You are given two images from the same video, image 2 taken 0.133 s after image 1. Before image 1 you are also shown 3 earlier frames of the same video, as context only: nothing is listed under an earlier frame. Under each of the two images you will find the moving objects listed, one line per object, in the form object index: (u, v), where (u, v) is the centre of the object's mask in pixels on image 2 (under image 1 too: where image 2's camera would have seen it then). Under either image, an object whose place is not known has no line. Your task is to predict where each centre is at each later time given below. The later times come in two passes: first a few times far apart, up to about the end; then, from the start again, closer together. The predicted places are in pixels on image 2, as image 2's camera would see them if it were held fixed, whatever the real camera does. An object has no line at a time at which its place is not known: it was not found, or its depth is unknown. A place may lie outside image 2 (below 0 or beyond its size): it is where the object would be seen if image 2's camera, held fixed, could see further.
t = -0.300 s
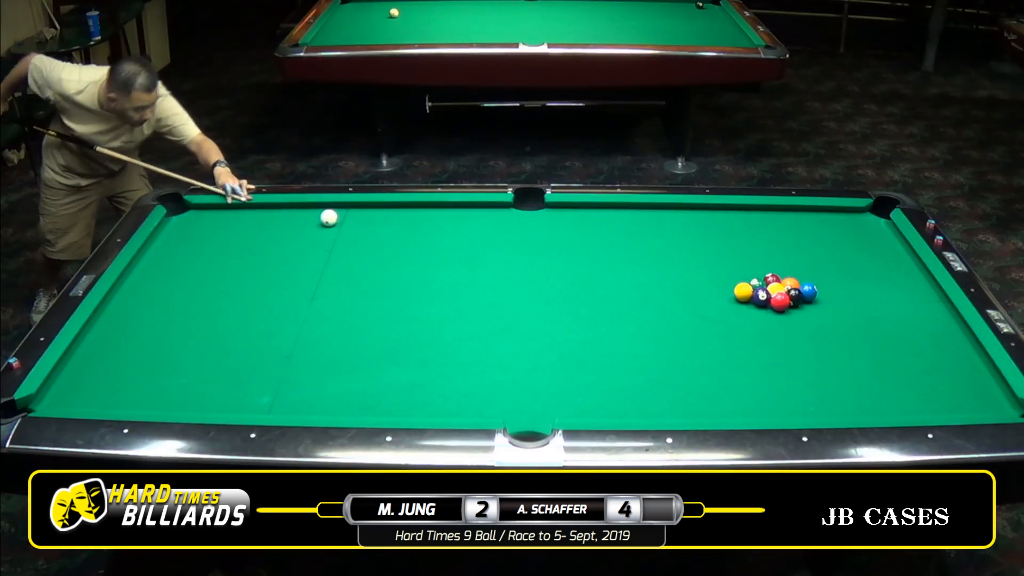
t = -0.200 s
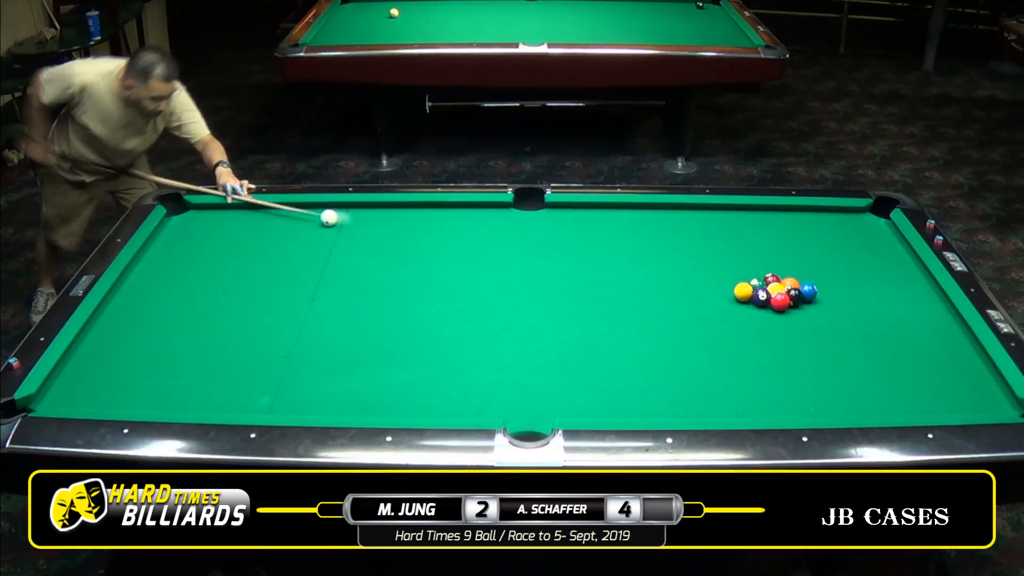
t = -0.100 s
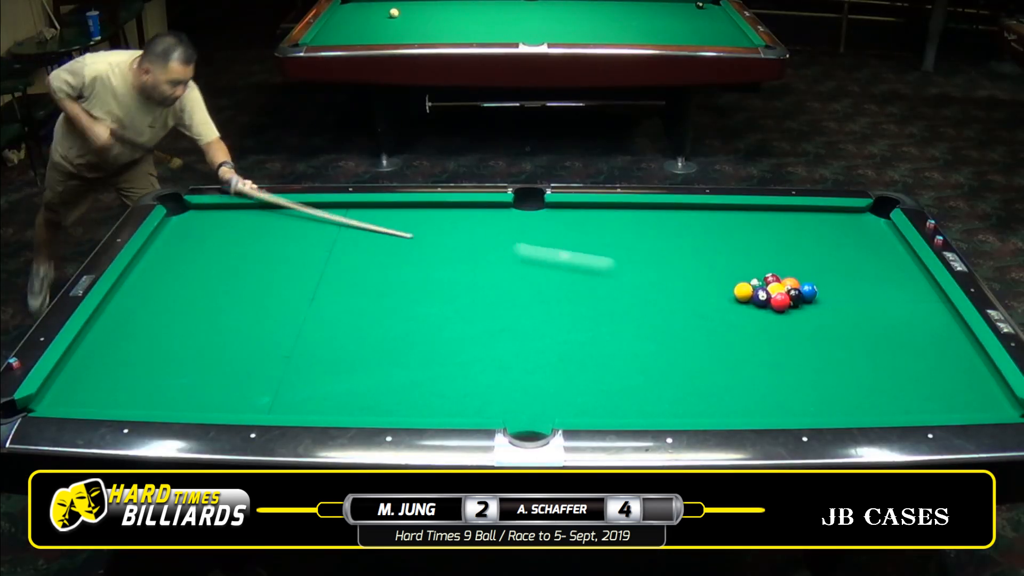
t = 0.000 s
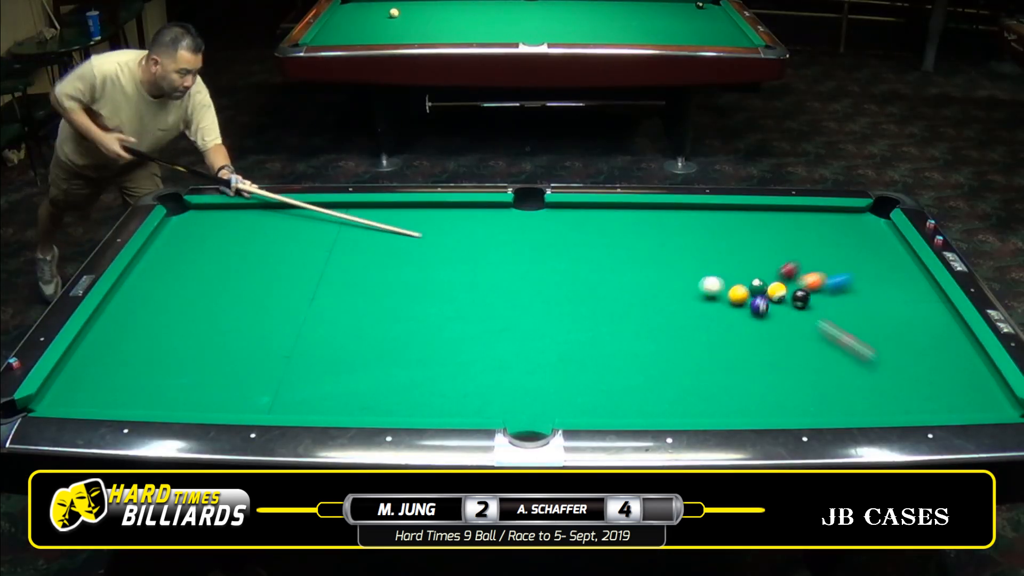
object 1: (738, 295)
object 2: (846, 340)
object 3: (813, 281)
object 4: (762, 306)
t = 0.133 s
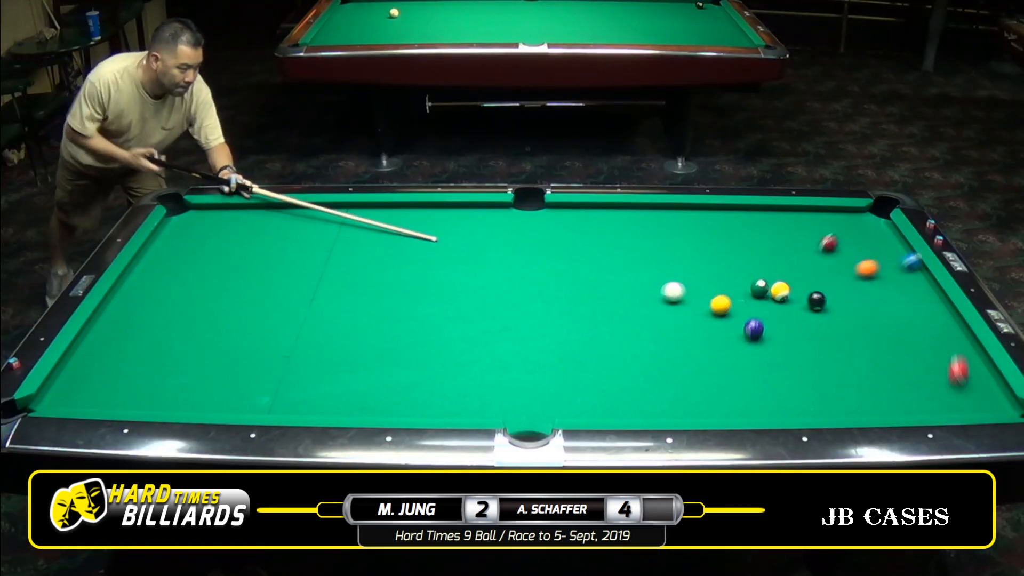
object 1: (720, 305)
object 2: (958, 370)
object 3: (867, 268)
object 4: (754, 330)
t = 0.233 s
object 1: (707, 313)
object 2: (955, 319)
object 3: (900, 261)
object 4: (750, 347)
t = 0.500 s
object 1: (669, 334)
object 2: (854, 252)
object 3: (843, 232)
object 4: (739, 396)
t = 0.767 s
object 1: (630, 356)
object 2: (779, 229)
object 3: (792, 219)
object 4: (715, 395)
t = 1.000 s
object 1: (595, 376)
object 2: (700, 234)
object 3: (782, 217)
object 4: (692, 368)
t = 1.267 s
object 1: (553, 399)
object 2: (610, 239)
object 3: (772, 216)
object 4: (668, 342)
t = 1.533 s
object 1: (517, 418)
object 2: (518, 243)
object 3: (763, 215)
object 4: (647, 318)
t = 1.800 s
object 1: (542, 419)
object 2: (426, 249)
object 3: (756, 215)
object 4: (629, 297)
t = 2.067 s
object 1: (528, 414)
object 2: (335, 255)
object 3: (751, 214)
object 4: (612, 278)
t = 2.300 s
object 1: (518, 411)
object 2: (266, 259)
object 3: (748, 214)
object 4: (599, 264)
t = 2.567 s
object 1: (509, 408)
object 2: (193, 265)
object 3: (746, 214)
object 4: (586, 249)
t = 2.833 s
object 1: (503, 406)
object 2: (134, 272)
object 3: (745, 214)
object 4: (574, 236)
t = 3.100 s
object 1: (498, 404)
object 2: (154, 291)
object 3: (745, 214)
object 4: (564, 224)
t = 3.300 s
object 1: (496, 403)
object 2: (170, 306)
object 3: (745, 214)
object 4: (557, 216)
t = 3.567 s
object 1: (494, 403)
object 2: (192, 327)
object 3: (745, 214)
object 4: (549, 207)
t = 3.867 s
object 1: (494, 403)
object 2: (218, 351)
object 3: (745, 214)
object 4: (545, 213)
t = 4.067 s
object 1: (494, 403)
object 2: (235, 367)
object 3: (745, 214)
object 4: (542, 216)
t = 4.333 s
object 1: (494, 403)
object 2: (260, 390)
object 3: (745, 214)
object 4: (539, 221)
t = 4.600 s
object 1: (494, 403)
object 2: (285, 408)
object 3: (745, 214)
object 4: (536, 225)
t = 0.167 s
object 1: (716, 308)
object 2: (959, 351)
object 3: (878, 266)
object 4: (753, 335)
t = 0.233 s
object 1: (707, 313)
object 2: (955, 319)
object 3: (900, 261)
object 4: (750, 347)
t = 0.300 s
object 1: (698, 318)
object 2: (924, 295)
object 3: (906, 256)
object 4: (747, 359)
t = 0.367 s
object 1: (688, 323)
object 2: (897, 274)
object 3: (885, 252)
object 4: (745, 370)
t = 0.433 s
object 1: (679, 329)
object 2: (871, 256)
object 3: (865, 244)
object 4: (742, 383)
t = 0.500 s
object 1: (669, 334)
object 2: (854, 252)
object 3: (843, 232)
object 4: (739, 396)
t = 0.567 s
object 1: (659, 339)
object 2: (836, 245)
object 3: (822, 220)
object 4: (736, 408)
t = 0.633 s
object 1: (650, 345)
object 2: (817, 238)
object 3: (803, 210)
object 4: (730, 409)
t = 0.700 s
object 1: (640, 350)
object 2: (799, 231)
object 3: (796, 215)
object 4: (722, 403)
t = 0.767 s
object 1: (630, 356)
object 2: (779, 229)
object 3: (792, 219)
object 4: (715, 395)
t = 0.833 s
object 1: (620, 362)
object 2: (756, 231)
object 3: (789, 218)
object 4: (708, 387)
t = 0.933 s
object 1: (605, 370)
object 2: (723, 233)
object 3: (785, 218)
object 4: (698, 375)
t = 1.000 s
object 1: (595, 376)
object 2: (700, 234)
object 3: (782, 217)
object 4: (692, 368)
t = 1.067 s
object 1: (584, 381)
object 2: (678, 235)
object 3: (779, 217)
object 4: (686, 361)
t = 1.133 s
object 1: (574, 387)
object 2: (656, 236)
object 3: (777, 217)
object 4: (680, 354)
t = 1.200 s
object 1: (563, 393)
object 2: (633, 237)
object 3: (774, 216)
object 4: (674, 348)
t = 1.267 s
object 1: (553, 399)
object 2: (610, 239)
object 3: (772, 216)
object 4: (668, 342)
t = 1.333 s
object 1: (542, 404)
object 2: (587, 240)
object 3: (770, 216)
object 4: (663, 336)
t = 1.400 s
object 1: (531, 410)
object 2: (564, 241)
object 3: (767, 215)
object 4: (658, 330)
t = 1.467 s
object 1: (520, 416)
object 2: (541, 242)
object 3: (765, 215)
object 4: (652, 323)
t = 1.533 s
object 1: (517, 418)
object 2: (518, 243)
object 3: (763, 215)
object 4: (647, 318)
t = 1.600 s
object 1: (525, 418)
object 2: (495, 245)
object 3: (761, 215)
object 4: (642, 313)
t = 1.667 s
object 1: (533, 418)
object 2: (472, 246)
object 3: (759, 215)
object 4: (638, 307)
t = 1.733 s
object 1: (540, 419)
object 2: (449, 248)
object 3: (758, 215)
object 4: (633, 302)
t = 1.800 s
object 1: (542, 419)
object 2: (426, 249)
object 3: (756, 215)
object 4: (629, 297)
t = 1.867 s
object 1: (538, 417)
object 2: (403, 251)
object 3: (755, 214)
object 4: (625, 292)
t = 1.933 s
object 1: (535, 416)
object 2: (380, 252)
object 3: (753, 214)
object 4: (620, 287)
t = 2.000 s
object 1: (531, 415)
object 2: (358, 253)
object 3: (752, 214)
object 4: (616, 283)
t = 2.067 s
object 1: (528, 414)
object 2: (335, 255)
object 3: (751, 214)
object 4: (612, 278)
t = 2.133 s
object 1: (526, 413)
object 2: (313, 256)
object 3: (750, 214)
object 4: (608, 274)
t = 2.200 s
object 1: (523, 412)
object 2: (294, 257)
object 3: (749, 214)
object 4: (605, 270)
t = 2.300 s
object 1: (518, 411)
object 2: (266, 259)
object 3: (748, 214)
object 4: (599, 264)
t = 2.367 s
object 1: (516, 411)
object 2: (247, 261)
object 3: (747, 214)
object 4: (596, 260)
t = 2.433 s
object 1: (514, 410)
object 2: (229, 262)
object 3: (747, 214)
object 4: (592, 256)
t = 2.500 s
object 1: (511, 409)
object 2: (211, 264)
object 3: (746, 214)
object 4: (589, 252)
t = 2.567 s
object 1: (509, 408)
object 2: (193, 265)
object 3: (746, 214)
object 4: (586, 249)
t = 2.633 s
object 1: (508, 408)
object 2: (175, 266)
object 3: (745, 214)
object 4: (583, 245)
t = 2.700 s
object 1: (506, 407)
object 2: (157, 268)
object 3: (745, 214)
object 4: (580, 242)
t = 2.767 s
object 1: (504, 406)
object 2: (141, 268)
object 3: (745, 214)
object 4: (577, 239)
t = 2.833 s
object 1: (503, 406)
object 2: (134, 272)
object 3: (745, 214)
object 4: (574, 236)
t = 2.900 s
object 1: (501, 406)
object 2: (139, 277)
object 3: (745, 214)
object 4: (571, 233)
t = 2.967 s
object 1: (500, 405)
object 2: (144, 281)
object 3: (745, 214)
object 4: (569, 229)
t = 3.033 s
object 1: (499, 405)
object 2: (149, 286)
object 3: (745, 214)
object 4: (566, 227)
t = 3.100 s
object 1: (498, 404)
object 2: (154, 291)
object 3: (745, 214)
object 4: (564, 224)
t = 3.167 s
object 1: (497, 404)
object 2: (160, 296)
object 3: (745, 214)
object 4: (561, 221)
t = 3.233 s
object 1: (496, 404)
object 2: (165, 301)
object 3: (745, 214)
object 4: (559, 218)
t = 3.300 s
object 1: (496, 403)
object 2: (170, 306)
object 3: (745, 214)
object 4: (557, 216)
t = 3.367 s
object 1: (495, 403)
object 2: (175, 311)
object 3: (745, 214)
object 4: (555, 213)
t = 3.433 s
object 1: (494, 403)
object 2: (181, 316)
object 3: (745, 214)
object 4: (553, 210)
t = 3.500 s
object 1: (494, 403)
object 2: (186, 321)
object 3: (745, 214)
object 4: (551, 208)
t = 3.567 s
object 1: (494, 403)
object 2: (192, 327)
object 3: (745, 214)
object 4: (549, 207)
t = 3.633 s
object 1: (494, 403)
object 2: (198, 332)
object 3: (745, 214)
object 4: (548, 208)
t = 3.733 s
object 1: (494, 403)
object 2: (206, 340)
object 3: (745, 214)
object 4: (547, 210)
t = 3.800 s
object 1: (494, 403)
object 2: (212, 345)
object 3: (745, 214)
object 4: (546, 212)
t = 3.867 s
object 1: (494, 403)
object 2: (218, 351)
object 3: (745, 214)
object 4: (545, 213)
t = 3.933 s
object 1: (494, 403)
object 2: (224, 356)
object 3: (745, 214)
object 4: (544, 214)
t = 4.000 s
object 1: (494, 403)
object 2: (229, 362)
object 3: (745, 214)
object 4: (543, 215)
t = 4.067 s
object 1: (494, 403)
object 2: (235, 367)
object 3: (745, 214)
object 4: (542, 216)
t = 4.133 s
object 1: (494, 403)
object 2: (241, 373)
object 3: (745, 214)
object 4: (541, 218)
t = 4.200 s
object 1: (494, 403)
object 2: (248, 379)
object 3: (745, 214)
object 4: (540, 219)
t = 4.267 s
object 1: (494, 403)
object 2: (254, 385)
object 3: (745, 214)
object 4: (540, 220)
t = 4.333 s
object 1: (494, 403)
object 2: (260, 390)
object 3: (745, 214)
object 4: (539, 221)
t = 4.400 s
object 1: (494, 403)
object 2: (266, 396)
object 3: (745, 214)
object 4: (538, 222)
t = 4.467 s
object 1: (494, 403)
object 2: (272, 402)
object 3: (745, 214)
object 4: (537, 223)
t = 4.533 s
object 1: (494, 403)
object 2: (278, 406)
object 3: (745, 214)
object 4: (536, 224)
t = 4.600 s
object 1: (494, 403)
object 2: (285, 408)
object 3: (745, 214)
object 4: (536, 225)
